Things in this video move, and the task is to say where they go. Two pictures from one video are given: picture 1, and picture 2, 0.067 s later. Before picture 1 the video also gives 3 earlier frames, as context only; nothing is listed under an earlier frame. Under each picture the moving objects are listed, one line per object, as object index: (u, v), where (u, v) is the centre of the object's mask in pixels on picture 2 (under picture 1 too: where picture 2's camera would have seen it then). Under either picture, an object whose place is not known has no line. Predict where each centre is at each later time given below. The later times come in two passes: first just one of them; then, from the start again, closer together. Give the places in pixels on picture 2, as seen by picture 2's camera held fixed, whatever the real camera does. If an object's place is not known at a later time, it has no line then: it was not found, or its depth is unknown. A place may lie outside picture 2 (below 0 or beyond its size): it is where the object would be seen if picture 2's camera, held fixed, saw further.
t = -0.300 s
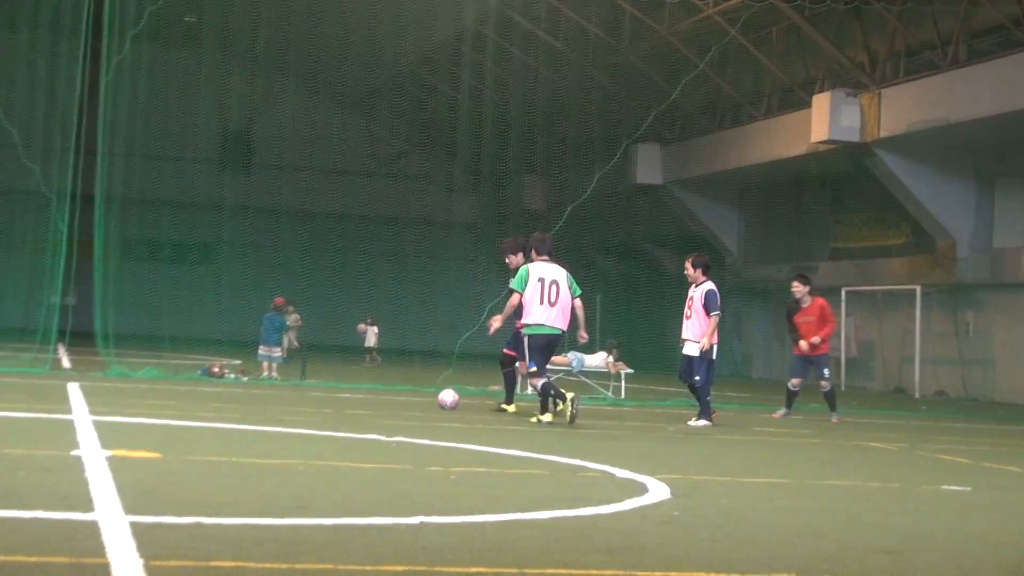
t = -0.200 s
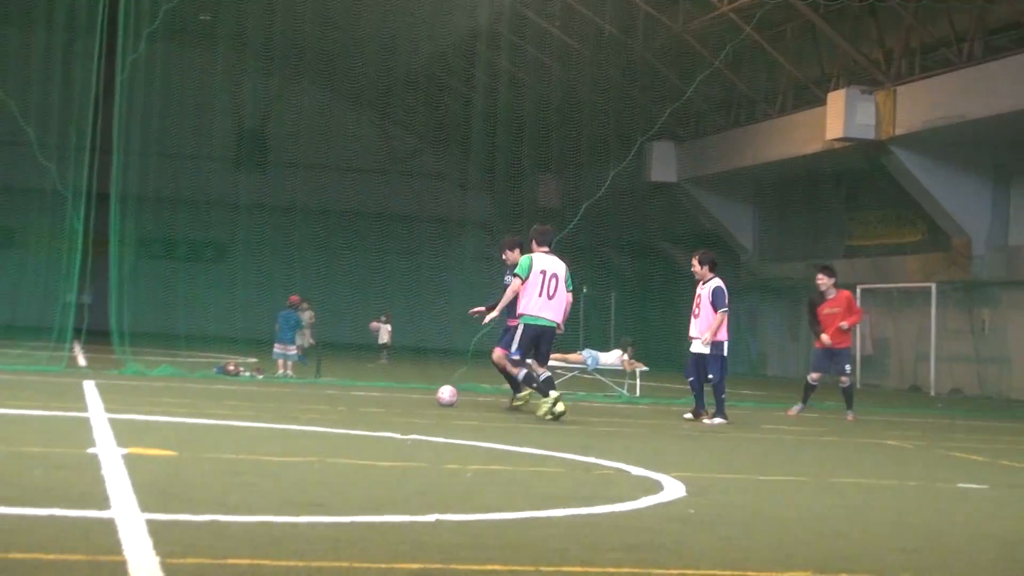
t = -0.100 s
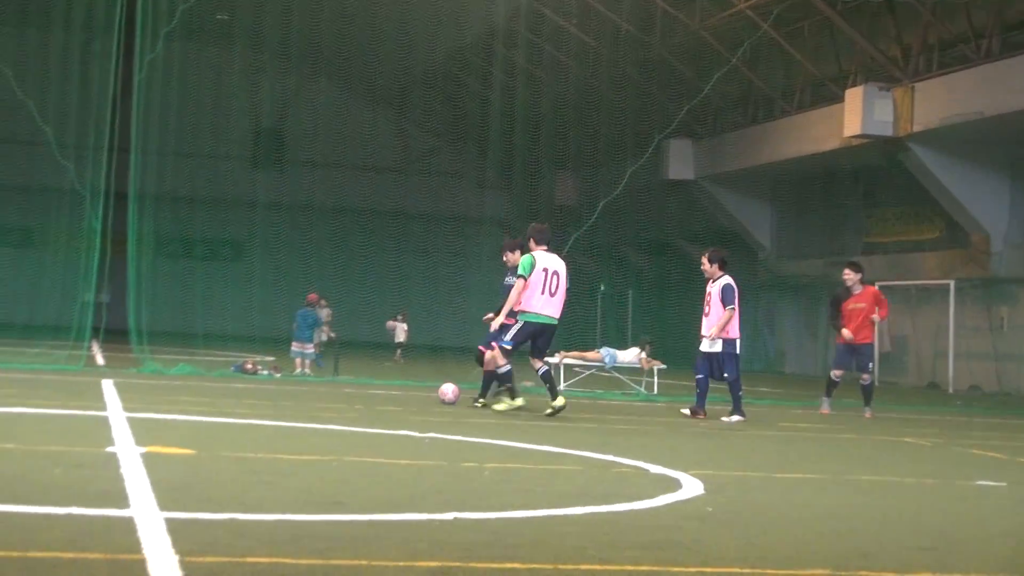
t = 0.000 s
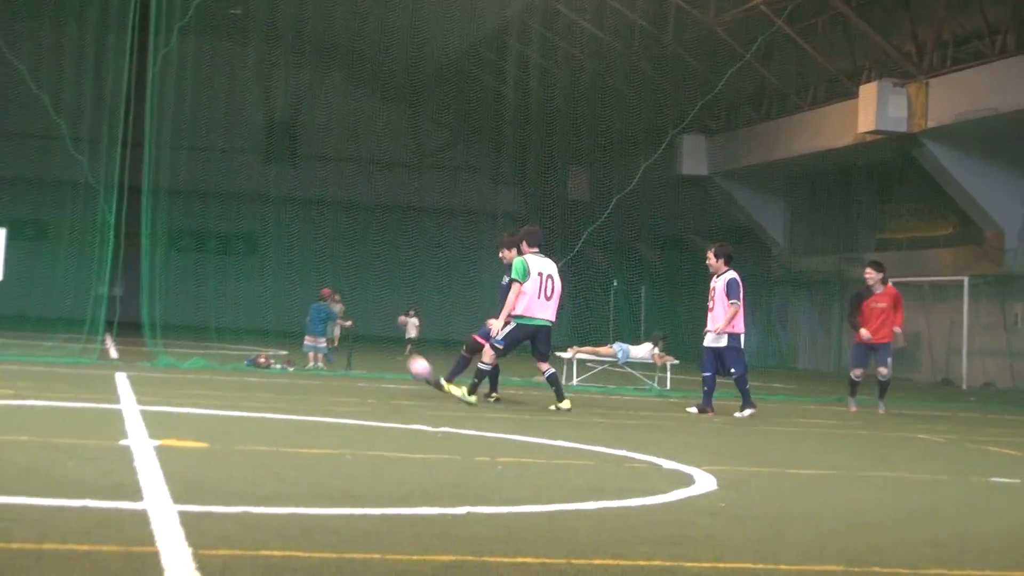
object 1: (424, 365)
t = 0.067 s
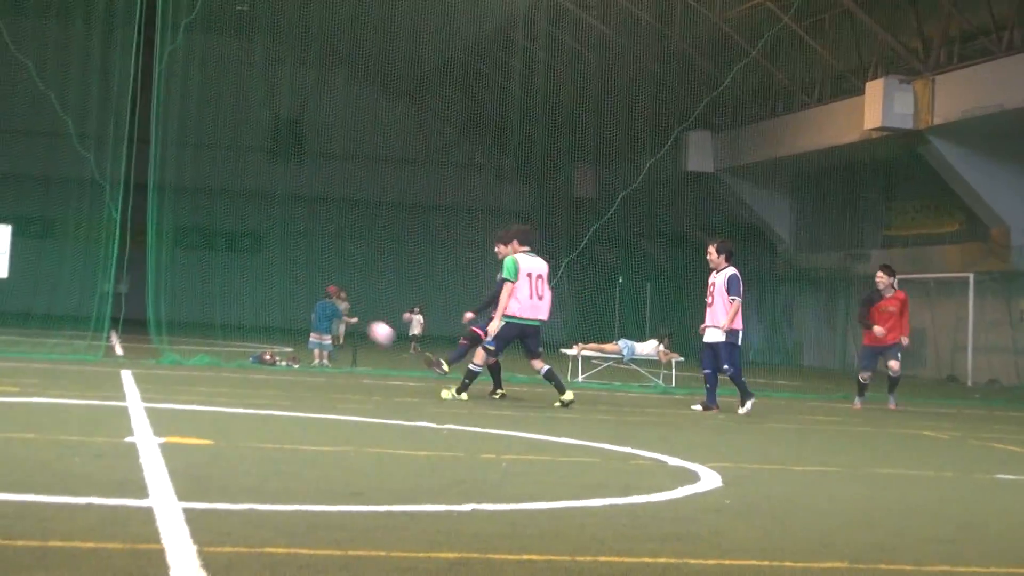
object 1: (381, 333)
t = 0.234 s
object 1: (259, 267)
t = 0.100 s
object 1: (358, 320)
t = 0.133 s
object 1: (336, 305)
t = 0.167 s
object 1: (310, 292)
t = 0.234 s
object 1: (259, 267)
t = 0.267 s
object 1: (232, 257)
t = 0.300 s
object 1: (203, 246)
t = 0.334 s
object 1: (175, 237)
